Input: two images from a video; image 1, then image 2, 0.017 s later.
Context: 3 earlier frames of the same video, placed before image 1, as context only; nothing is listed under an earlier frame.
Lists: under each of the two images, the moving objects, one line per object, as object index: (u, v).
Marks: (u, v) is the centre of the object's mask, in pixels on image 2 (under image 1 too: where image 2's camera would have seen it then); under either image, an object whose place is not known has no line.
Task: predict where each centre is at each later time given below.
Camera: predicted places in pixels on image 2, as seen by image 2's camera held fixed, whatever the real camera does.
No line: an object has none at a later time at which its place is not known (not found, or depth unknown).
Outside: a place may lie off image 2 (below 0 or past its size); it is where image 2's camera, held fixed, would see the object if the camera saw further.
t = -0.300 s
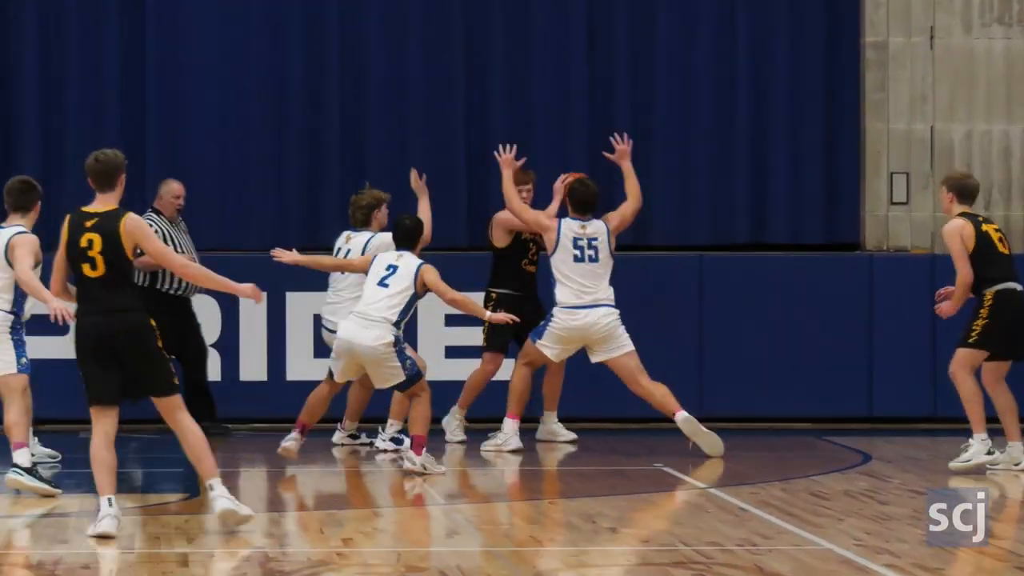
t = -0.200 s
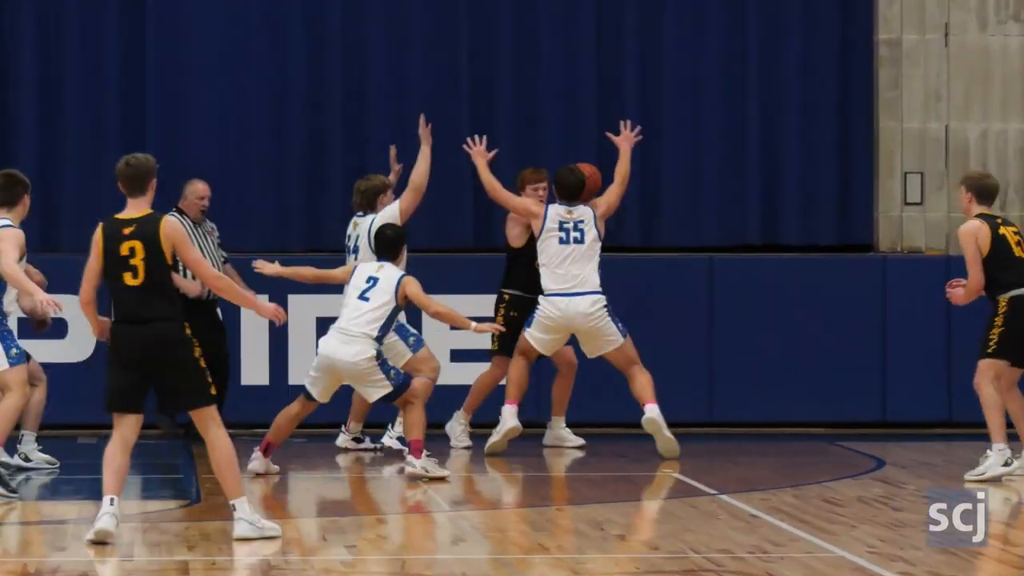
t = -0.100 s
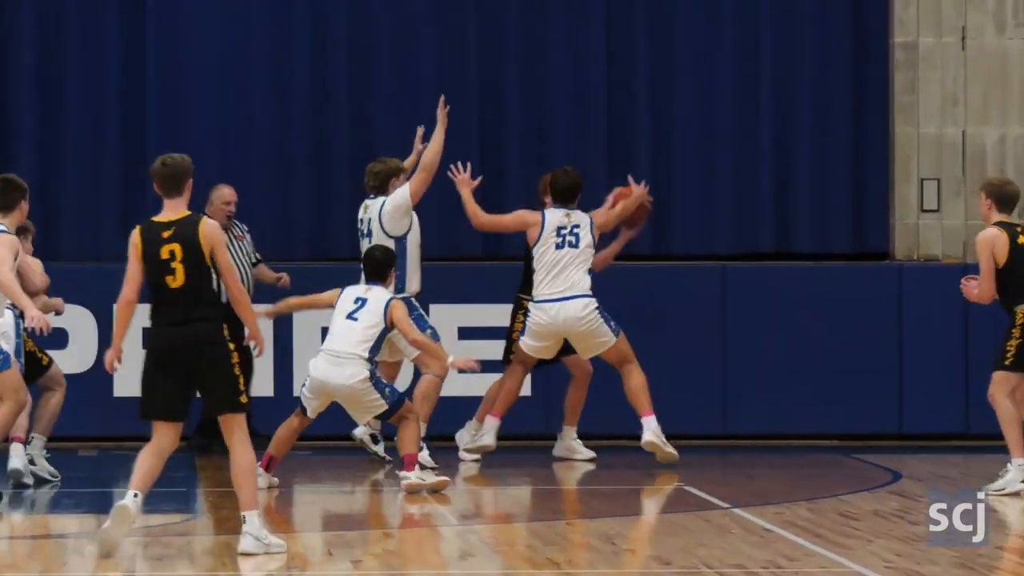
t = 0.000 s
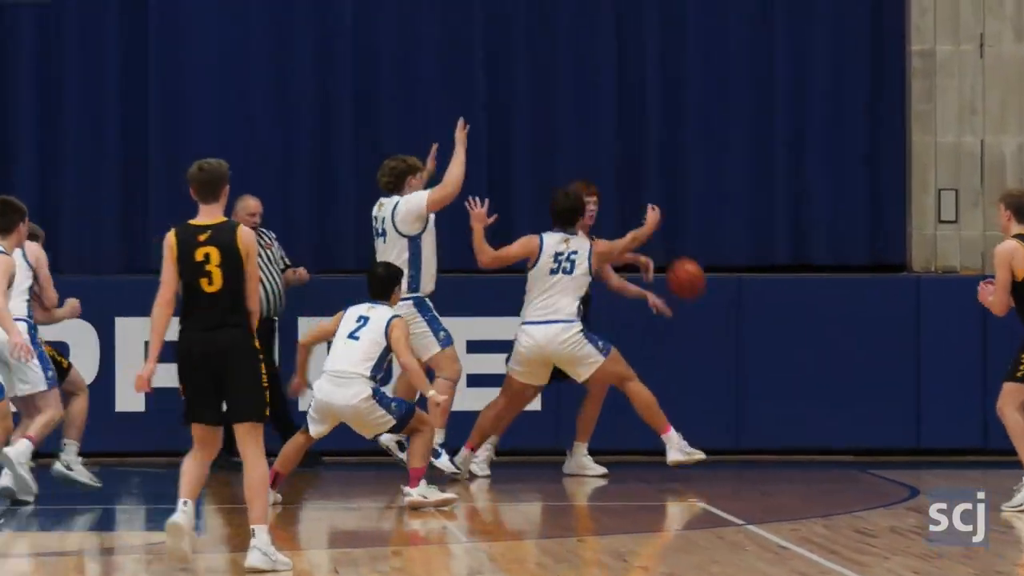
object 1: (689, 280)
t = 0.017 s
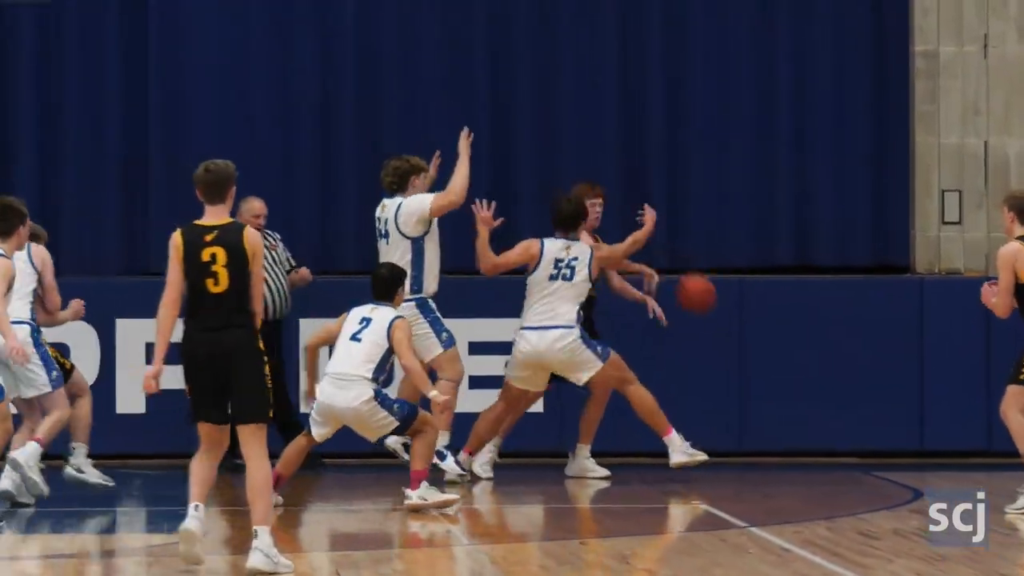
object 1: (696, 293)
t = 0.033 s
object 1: (703, 306)
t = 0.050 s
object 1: (711, 321)
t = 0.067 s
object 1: (718, 335)
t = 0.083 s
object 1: (725, 350)
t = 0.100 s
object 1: (733, 365)
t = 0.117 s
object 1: (740, 381)
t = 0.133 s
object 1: (747, 397)
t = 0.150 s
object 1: (755, 414)
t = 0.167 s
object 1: (762, 431)
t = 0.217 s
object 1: (777, 452)
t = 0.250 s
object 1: (780, 429)
